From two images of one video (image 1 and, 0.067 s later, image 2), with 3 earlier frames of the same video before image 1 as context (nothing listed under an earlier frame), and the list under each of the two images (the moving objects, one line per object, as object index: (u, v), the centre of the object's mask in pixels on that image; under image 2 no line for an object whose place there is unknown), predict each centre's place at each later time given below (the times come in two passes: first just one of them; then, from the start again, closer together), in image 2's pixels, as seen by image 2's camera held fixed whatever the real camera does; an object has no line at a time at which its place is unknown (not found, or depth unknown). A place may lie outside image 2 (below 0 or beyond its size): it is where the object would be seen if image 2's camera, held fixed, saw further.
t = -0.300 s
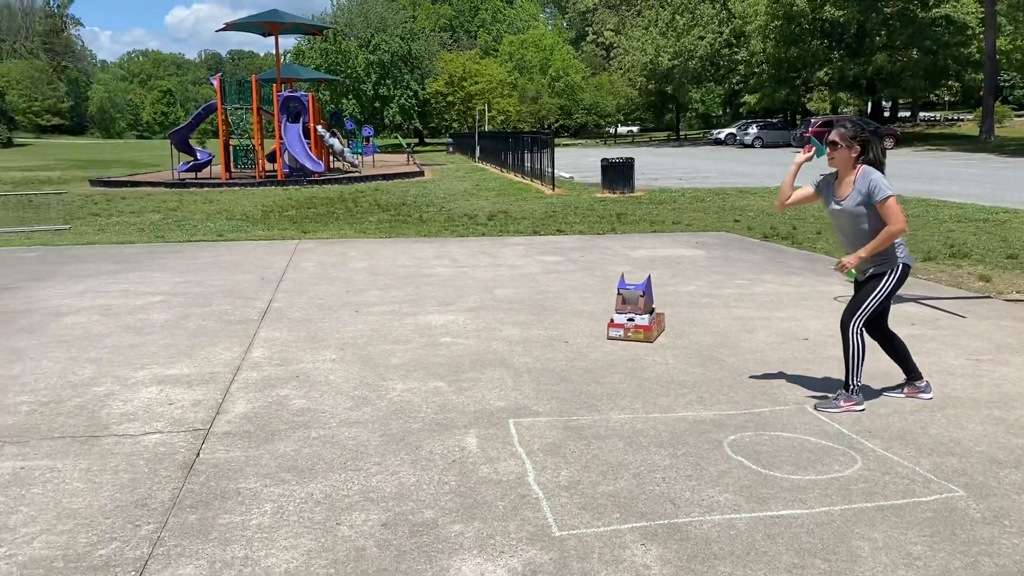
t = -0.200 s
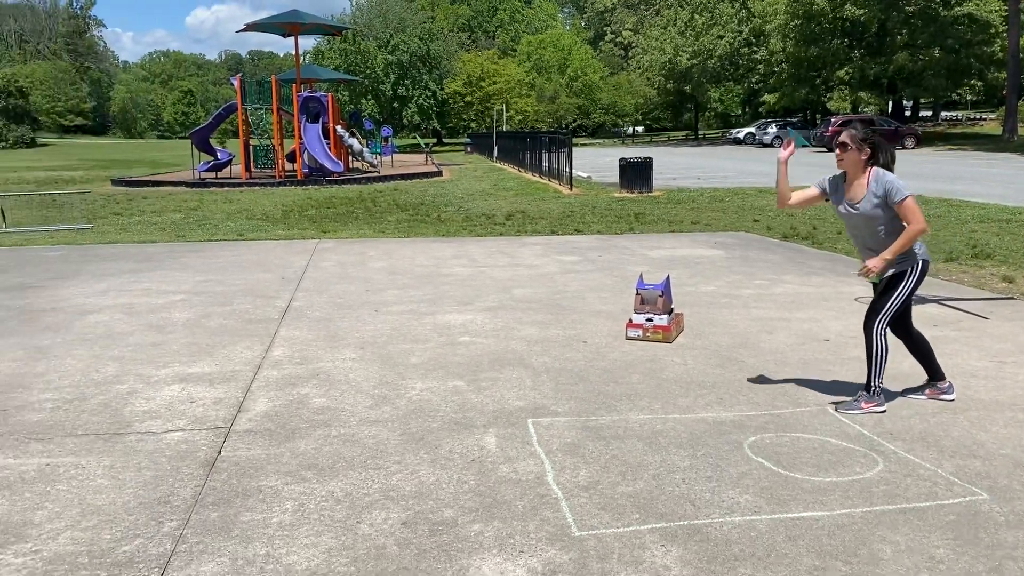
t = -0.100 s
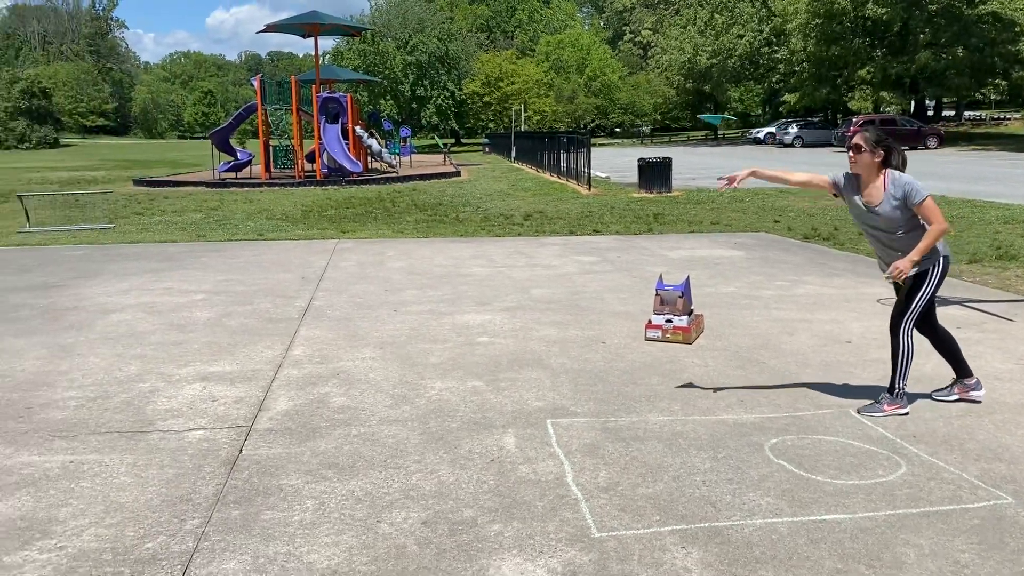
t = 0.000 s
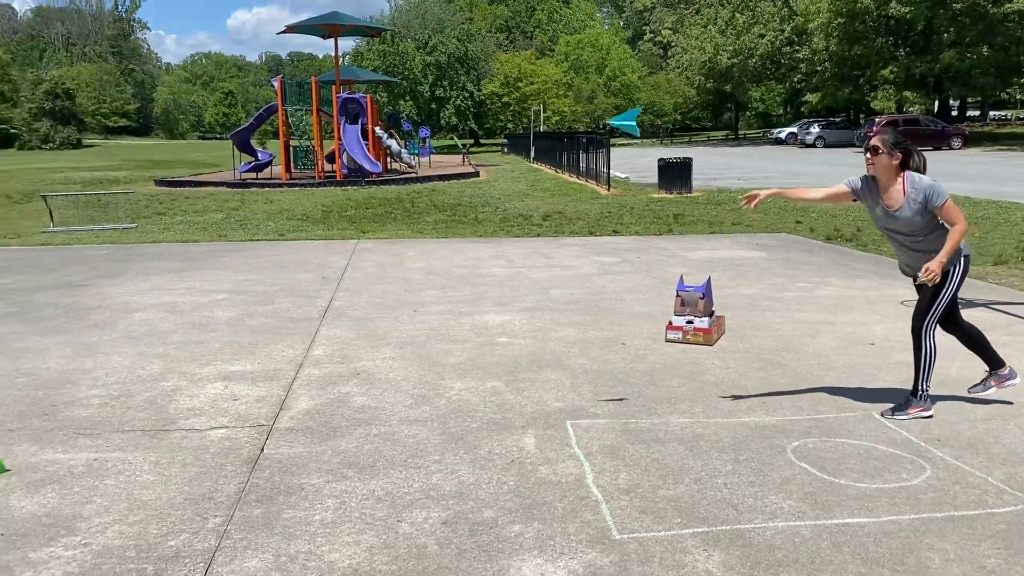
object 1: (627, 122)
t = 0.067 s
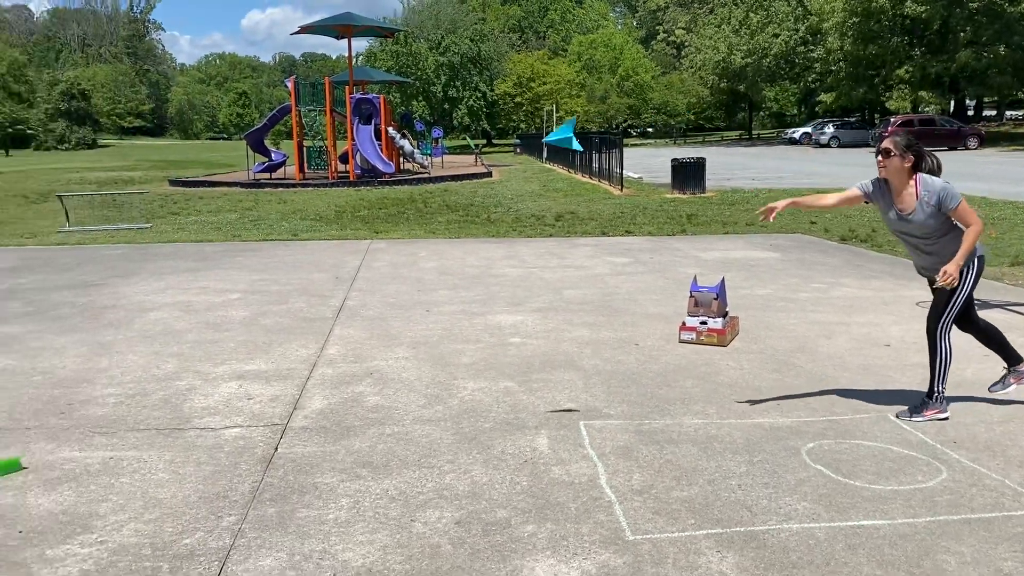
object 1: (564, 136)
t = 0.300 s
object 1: (274, 287)
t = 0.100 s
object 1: (526, 146)
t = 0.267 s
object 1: (314, 252)
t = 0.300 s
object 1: (274, 287)
